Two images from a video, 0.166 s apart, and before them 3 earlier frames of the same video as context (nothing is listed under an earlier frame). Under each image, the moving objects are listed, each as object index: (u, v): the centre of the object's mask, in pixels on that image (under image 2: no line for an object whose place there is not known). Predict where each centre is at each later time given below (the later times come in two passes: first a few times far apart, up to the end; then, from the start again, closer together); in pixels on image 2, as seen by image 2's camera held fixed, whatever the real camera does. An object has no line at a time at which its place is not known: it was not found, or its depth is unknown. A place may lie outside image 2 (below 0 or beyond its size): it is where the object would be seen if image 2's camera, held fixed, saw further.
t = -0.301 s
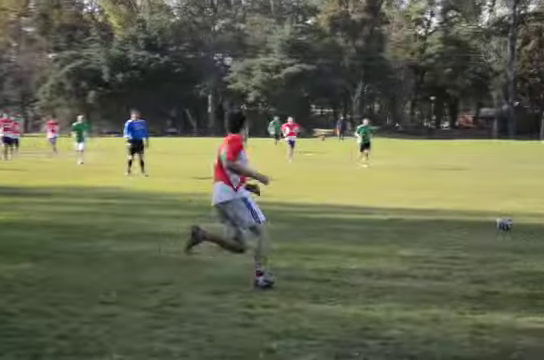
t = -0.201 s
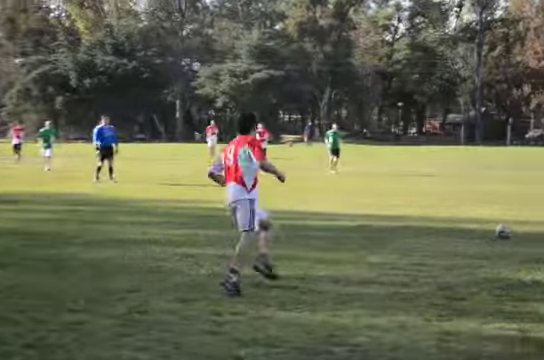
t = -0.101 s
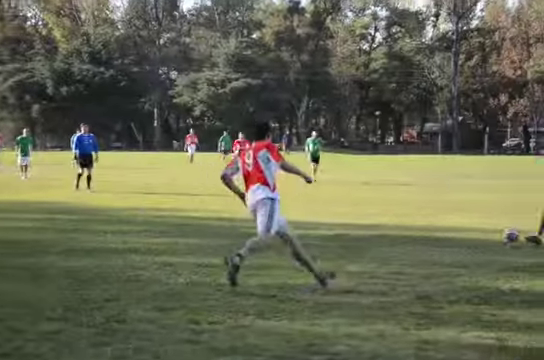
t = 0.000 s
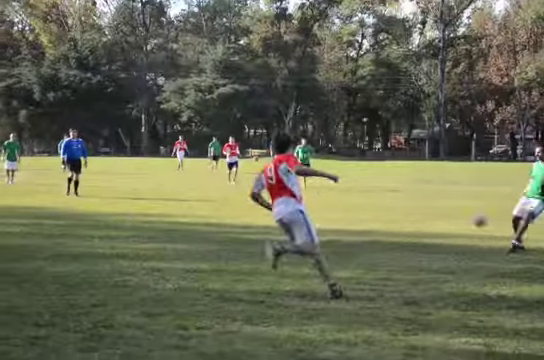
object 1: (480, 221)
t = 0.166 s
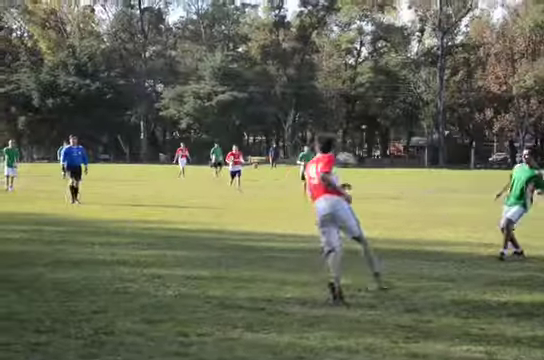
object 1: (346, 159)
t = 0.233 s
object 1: (294, 136)
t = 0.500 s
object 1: (83, 70)
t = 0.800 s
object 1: (-172, 46)
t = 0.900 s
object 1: (-263, 47)
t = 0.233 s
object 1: (294, 136)
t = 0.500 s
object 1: (83, 70)
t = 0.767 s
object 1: (-142, 45)
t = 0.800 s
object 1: (-172, 46)
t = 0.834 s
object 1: (-201, 45)
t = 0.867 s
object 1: (-231, 45)
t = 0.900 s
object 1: (-263, 47)
